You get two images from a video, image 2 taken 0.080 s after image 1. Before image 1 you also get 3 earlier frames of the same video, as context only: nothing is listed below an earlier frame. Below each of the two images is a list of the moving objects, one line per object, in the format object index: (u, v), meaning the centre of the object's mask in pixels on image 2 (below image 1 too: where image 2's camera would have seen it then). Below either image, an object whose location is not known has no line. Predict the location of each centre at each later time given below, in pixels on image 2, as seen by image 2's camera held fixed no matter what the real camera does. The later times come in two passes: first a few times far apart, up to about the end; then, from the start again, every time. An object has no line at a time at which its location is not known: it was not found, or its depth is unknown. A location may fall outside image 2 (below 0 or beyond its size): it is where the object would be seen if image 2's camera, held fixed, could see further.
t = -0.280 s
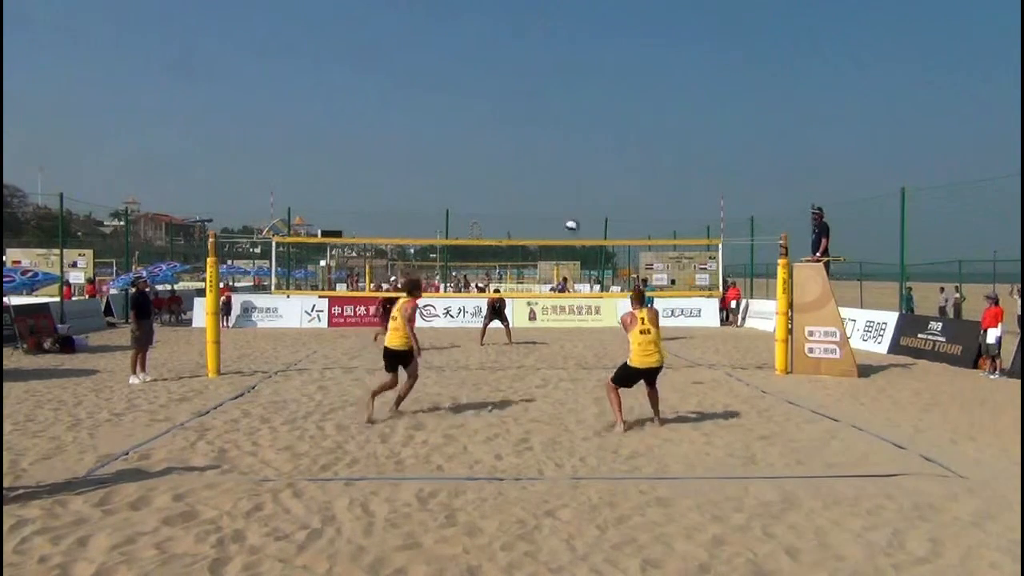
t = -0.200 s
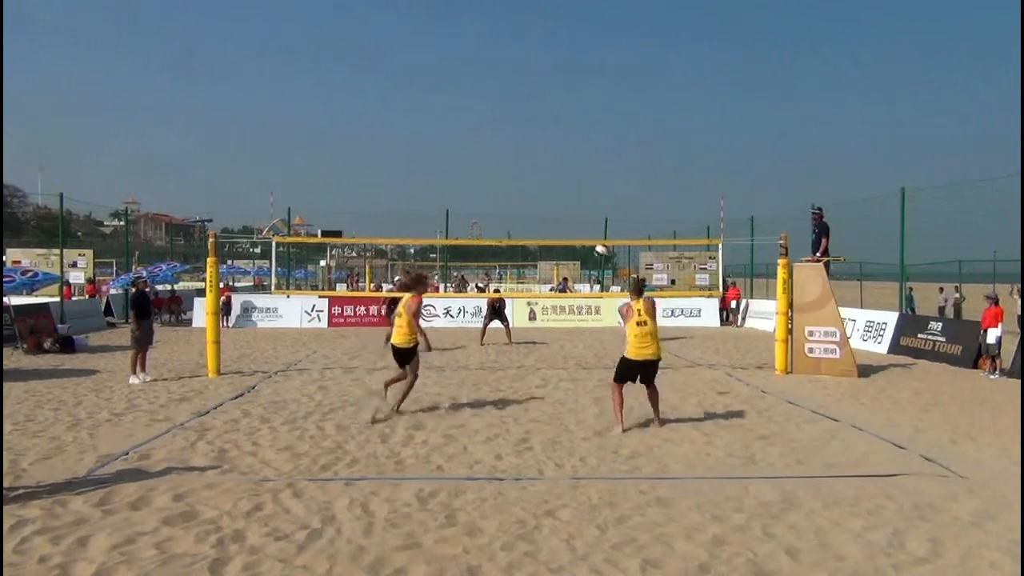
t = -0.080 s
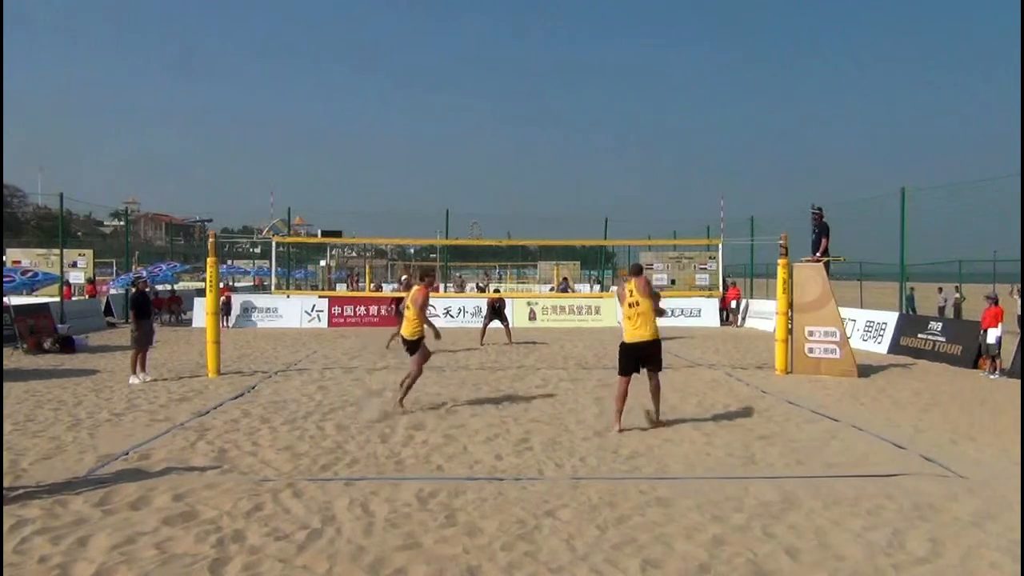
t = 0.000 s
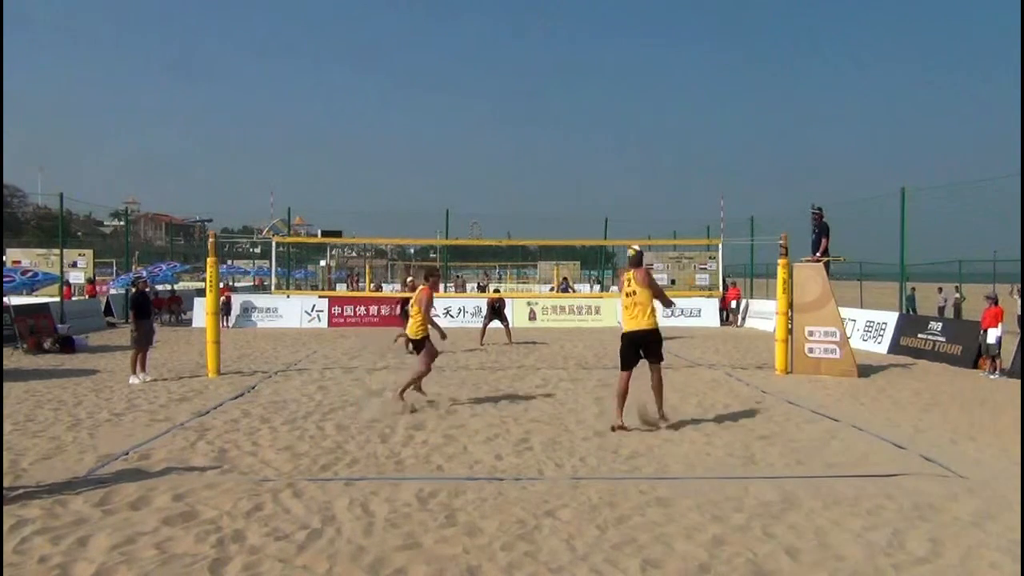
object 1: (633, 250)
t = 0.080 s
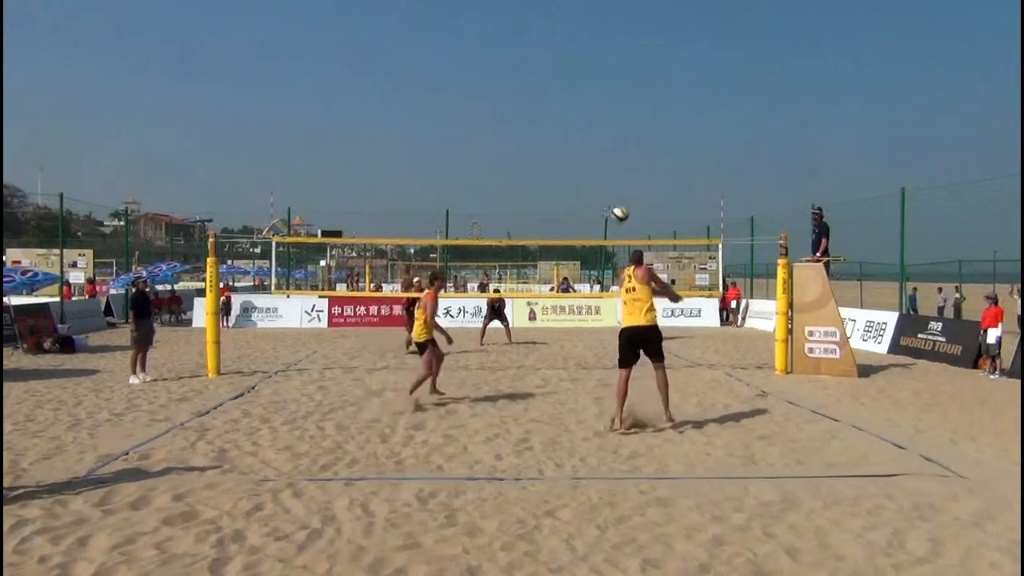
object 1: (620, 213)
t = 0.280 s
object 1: (581, 147)
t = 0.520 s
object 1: (537, 110)
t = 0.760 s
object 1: (496, 116)
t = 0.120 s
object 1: (611, 197)
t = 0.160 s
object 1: (604, 183)
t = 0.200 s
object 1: (596, 170)
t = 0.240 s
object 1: (588, 159)
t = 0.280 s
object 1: (581, 147)
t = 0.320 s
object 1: (572, 138)
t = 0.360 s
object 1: (566, 130)
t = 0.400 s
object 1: (558, 123)
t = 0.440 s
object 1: (551, 118)
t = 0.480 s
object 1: (543, 114)
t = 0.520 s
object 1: (537, 110)
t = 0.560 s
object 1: (530, 109)
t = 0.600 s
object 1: (523, 109)
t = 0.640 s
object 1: (515, 109)
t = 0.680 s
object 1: (508, 110)
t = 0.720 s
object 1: (502, 114)
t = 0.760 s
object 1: (496, 116)
